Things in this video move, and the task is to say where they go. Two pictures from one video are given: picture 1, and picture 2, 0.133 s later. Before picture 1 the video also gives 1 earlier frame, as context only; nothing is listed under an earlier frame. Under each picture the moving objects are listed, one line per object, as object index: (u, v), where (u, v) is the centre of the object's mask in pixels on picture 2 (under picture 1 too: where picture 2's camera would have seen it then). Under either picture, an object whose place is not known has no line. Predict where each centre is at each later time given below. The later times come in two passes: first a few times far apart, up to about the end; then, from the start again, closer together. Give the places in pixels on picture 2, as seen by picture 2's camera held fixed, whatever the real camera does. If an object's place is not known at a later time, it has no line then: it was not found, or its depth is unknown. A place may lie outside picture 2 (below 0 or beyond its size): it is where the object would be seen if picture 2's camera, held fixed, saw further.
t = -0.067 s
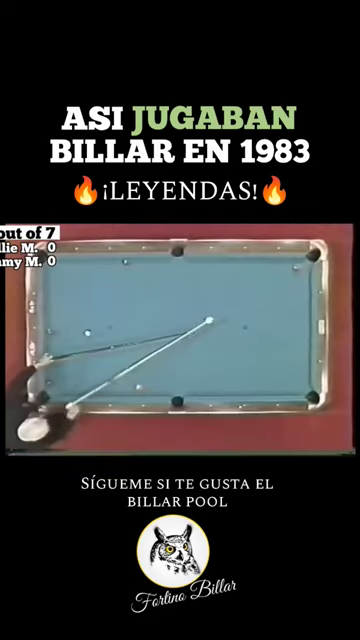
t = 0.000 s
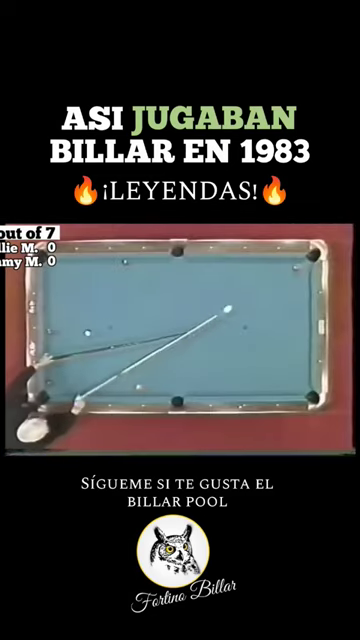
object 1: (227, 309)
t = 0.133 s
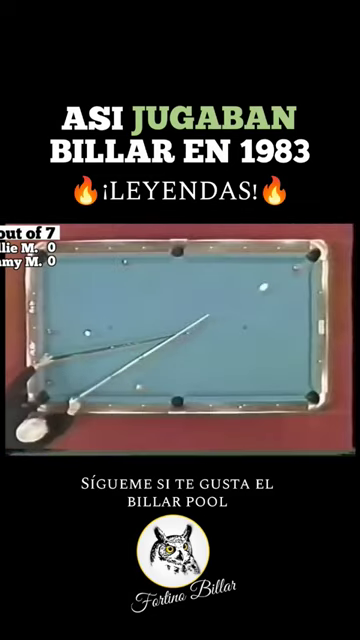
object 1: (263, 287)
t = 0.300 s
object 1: (290, 270)
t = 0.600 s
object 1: (280, 273)
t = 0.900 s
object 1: (265, 280)
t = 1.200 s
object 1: (251, 286)
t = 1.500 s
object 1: (238, 292)
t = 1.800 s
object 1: (225, 297)
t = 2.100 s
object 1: (213, 303)
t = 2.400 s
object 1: (201, 308)
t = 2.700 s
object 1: (191, 313)
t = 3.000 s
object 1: (181, 317)
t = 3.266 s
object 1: (172, 321)
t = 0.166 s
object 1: (272, 281)
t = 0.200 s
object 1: (280, 277)
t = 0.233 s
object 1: (288, 272)
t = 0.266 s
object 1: (291, 270)
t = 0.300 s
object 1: (290, 270)
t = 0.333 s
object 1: (290, 270)
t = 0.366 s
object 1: (289, 270)
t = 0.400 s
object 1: (288, 270)
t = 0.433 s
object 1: (287, 270)
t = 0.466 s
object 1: (286, 271)
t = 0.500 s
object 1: (283, 272)
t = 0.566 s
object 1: (281, 273)
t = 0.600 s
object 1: (280, 273)
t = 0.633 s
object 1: (278, 274)
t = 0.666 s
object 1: (277, 275)
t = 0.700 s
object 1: (275, 276)
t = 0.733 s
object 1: (273, 276)
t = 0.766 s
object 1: (271, 277)
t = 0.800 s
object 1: (269, 278)
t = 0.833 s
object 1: (268, 278)
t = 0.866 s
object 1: (266, 279)
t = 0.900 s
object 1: (265, 280)
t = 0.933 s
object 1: (263, 281)
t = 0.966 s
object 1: (261, 281)
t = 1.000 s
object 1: (260, 282)
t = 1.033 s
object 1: (258, 283)
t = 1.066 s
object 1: (258, 283)
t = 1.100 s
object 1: (255, 284)
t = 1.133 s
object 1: (254, 284)
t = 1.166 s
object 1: (253, 285)
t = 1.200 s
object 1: (251, 286)
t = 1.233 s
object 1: (249, 286)
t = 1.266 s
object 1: (248, 287)
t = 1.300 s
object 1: (246, 288)
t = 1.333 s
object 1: (245, 289)
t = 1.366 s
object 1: (244, 289)
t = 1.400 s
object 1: (242, 290)
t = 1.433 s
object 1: (241, 291)
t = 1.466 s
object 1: (239, 291)
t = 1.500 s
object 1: (238, 292)
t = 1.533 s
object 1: (236, 292)
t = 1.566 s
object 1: (235, 293)
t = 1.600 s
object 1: (233, 294)
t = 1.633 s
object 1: (232, 294)
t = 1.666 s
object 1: (230, 295)
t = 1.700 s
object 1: (229, 296)
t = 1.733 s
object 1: (228, 296)
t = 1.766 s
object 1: (227, 297)
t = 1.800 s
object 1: (225, 297)
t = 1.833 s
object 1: (223, 298)
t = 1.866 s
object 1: (222, 299)
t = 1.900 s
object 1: (221, 299)
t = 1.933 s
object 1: (220, 300)
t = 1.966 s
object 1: (218, 301)
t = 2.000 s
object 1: (217, 301)
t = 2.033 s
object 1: (215, 301)
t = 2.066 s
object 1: (214, 302)
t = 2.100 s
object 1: (213, 303)
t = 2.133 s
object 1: (212, 304)
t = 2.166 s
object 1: (210, 304)
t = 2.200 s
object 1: (209, 305)
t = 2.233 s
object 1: (207, 305)
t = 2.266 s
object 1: (206, 306)
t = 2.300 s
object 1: (205, 306)
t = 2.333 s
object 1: (204, 307)
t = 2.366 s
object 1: (203, 307)
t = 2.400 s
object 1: (201, 308)
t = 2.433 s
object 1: (200, 309)
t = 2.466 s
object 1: (199, 309)
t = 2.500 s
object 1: (198, 309)
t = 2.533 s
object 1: (197, 310)
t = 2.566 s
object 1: (196, 311)
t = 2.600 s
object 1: (195, 311)
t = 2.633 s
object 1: (193, 312)
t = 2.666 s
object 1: (192, 312)
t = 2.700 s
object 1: (191, 313)
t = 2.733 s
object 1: (190, 313)
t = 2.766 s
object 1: (188, 314)
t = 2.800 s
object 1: (188, 314)
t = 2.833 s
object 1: (186, 315)
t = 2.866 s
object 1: (185, 315)
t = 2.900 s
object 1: (184, 316)
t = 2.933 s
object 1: (183, 316)
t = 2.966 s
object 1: (182, 317)
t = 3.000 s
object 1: (181, 317)
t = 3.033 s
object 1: (180, 318)
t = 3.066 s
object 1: (178, 318)
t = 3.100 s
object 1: (178, 319)
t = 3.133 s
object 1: (177, 319)
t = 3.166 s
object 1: (176, 320)
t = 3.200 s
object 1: (174, 320)
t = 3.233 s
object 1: (174, 320)
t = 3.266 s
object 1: (172, 321)
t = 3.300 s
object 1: (171, 321)
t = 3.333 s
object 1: (171, 322)
